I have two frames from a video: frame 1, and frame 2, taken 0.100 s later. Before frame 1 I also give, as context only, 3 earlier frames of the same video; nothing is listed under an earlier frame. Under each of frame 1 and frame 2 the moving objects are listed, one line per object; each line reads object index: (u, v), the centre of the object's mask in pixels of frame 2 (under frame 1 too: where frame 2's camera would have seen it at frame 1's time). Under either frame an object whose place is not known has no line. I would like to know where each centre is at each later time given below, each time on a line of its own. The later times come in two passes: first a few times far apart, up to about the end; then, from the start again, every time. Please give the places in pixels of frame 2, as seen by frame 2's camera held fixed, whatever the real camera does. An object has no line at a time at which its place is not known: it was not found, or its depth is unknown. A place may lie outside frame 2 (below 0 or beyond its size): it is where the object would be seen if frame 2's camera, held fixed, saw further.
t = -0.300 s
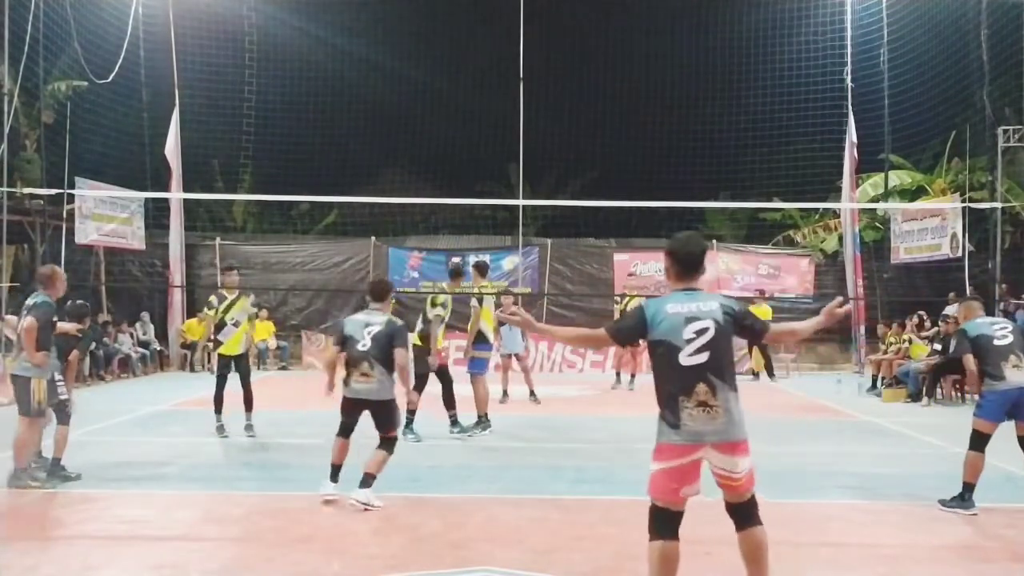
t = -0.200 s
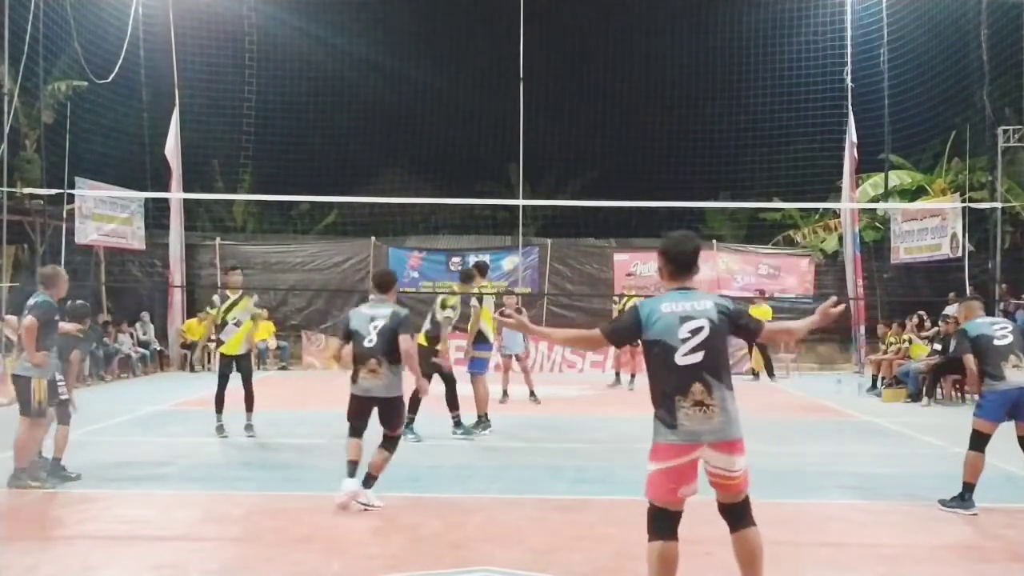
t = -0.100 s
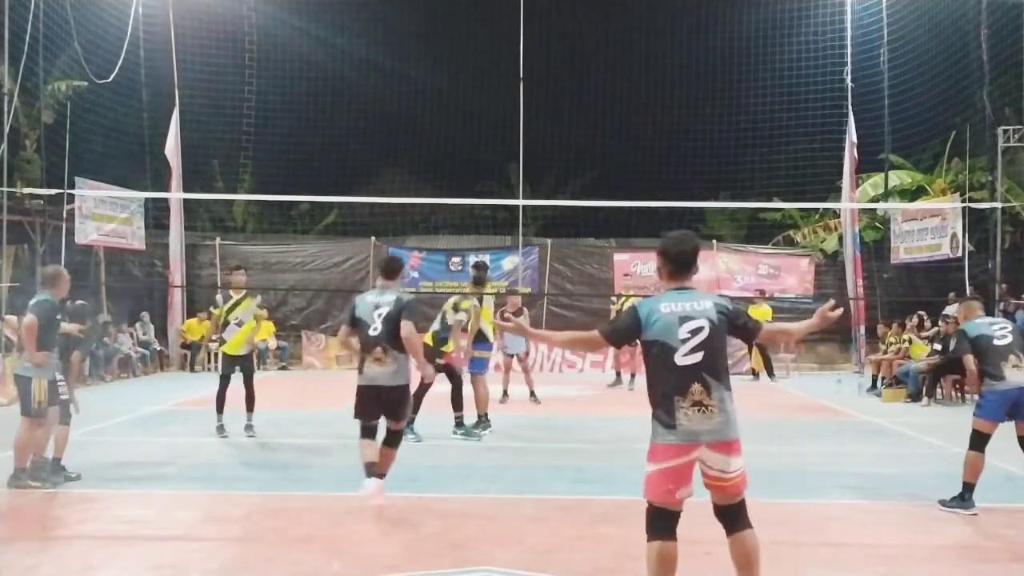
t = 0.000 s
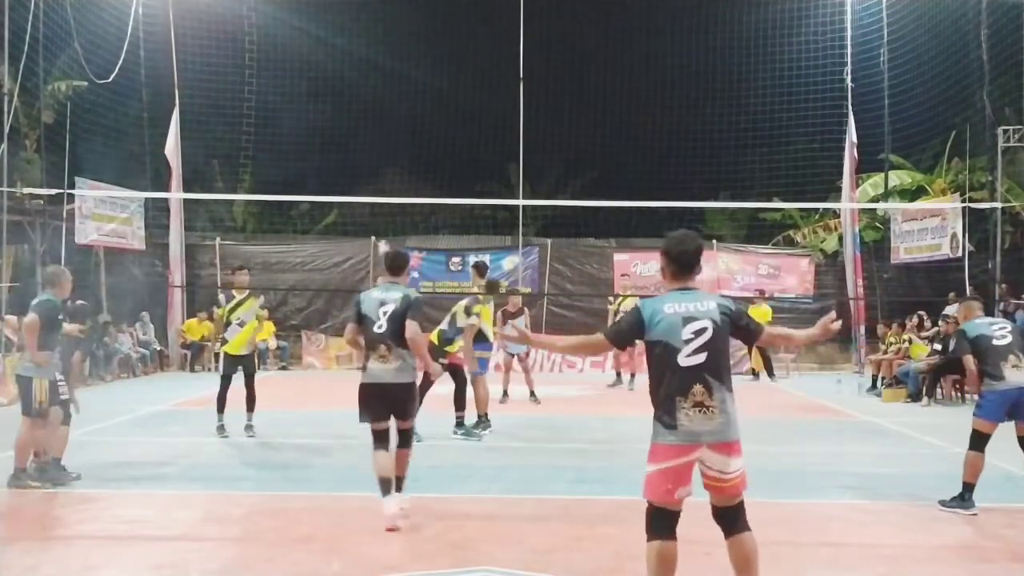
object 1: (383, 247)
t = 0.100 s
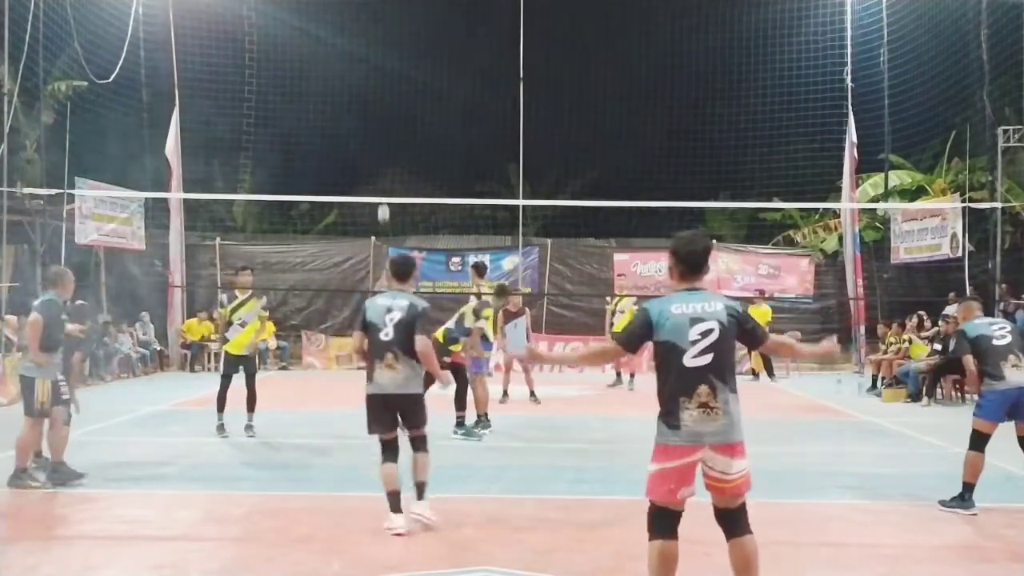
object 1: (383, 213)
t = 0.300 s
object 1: (381, 155)
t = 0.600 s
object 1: (379, 107)
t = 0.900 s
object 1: (376, 106)
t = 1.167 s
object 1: (372, 144)
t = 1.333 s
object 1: (370, 187)
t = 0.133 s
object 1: (383, 202)
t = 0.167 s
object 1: (383, 190)
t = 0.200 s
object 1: (382, 182)
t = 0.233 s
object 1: (382, 172)
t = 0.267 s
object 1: (381, 164)
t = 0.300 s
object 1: (381, 155)
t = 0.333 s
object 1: (381, 148)
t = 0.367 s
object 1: (381, 141)
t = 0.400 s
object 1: (381, 134)
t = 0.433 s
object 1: (380, 128)
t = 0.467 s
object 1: (380, 123)
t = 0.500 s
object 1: (380, 118)
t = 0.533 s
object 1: (380, 114)
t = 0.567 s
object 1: (380, 110)
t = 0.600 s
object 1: (379, 107)
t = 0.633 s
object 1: (379, 105)
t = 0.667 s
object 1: (378, 103)
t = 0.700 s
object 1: (378, 102)
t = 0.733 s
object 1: (378, 101)
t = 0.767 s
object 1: (378, 101)
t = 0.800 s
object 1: (377, 101)
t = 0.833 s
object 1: (377, 102)
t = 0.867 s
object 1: (376, 104)
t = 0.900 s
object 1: (376, 106)
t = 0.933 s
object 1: (376, 109)
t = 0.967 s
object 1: (375, 111)
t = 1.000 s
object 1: (375, 116)
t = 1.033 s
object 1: (374, 120)
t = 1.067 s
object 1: (374, 125)
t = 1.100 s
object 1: (373, 131)
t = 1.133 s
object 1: (373, 137)
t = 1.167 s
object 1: (372, 144)
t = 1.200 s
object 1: (372, 151)
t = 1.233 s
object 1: (372, 160)
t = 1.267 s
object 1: (371, 169)
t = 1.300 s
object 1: (370, 177)
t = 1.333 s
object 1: (370, 187)
